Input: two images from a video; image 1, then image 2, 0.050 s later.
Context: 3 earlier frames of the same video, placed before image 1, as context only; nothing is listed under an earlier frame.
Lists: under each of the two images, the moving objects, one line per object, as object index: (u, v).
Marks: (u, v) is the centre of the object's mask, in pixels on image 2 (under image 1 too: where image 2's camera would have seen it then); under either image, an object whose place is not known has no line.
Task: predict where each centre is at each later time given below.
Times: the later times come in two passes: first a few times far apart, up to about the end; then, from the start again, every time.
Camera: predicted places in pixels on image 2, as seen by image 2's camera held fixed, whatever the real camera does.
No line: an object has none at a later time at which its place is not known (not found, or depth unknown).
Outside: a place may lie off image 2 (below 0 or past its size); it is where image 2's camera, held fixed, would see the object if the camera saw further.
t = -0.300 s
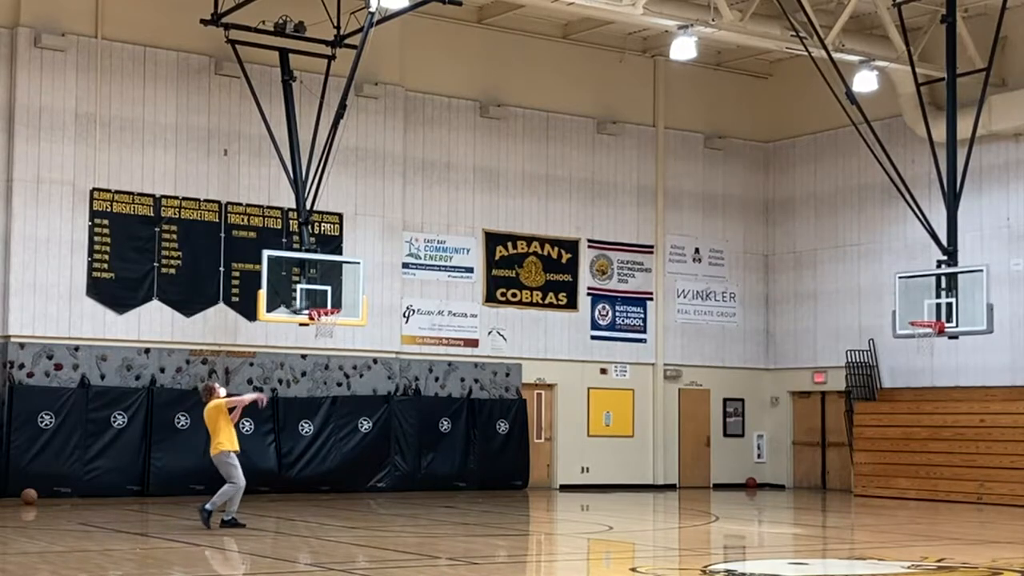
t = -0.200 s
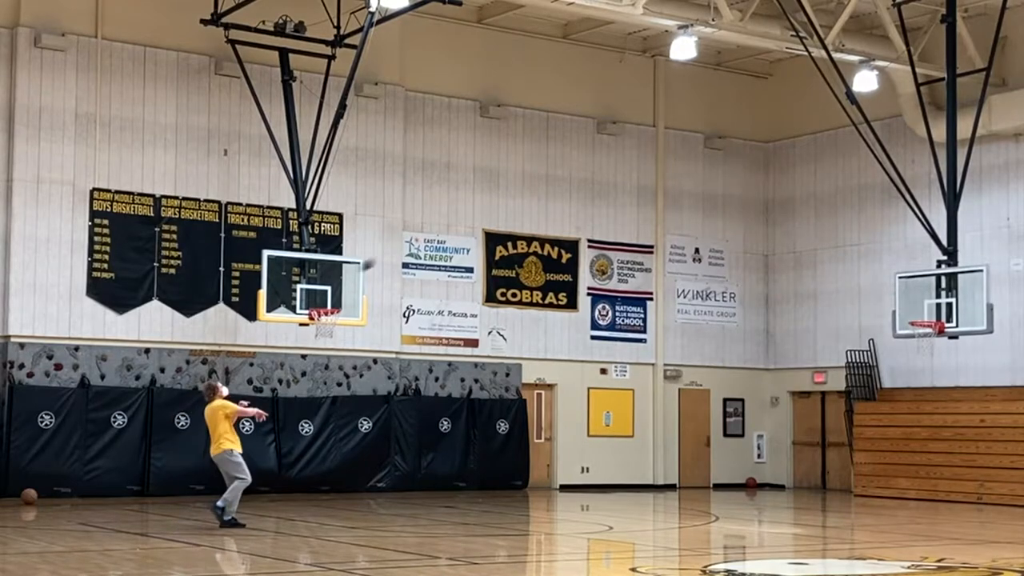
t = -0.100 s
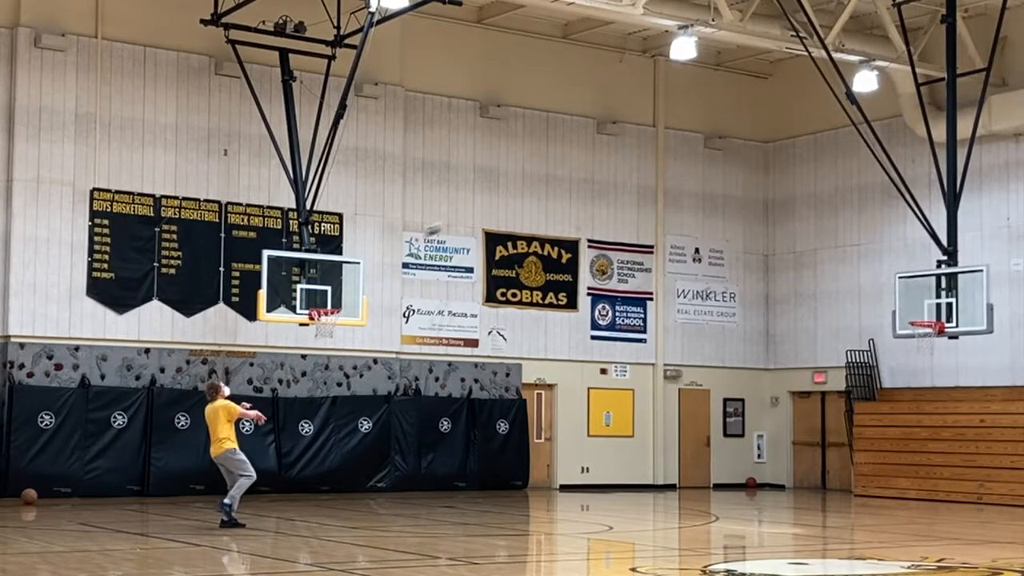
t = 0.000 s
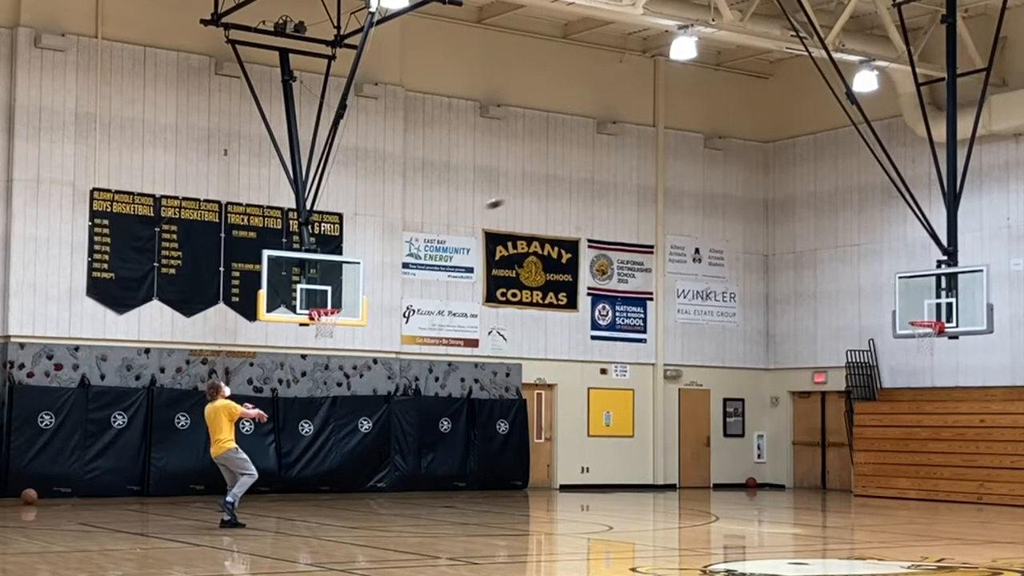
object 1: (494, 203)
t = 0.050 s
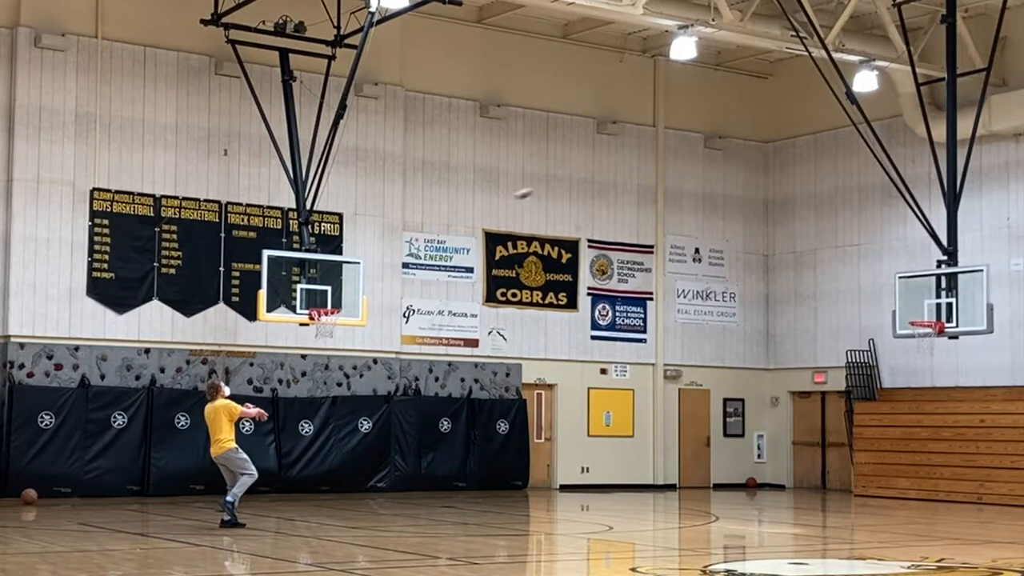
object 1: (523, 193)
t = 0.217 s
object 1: (616, 173)
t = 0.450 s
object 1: (734, 174)
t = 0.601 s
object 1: (804, 191)
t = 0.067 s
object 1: (531, 192)
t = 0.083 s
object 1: (542, 187)
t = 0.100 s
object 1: (553, 186)
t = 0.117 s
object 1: (562, 183)
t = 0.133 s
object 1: (571, 181)
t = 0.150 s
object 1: (581, 179)
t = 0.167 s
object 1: (590, 176)
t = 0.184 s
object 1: (599, 174)
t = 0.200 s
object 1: (608, 173)
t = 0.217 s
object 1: (616, 173)
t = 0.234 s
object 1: (625, 171)
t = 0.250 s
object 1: (635, 171)
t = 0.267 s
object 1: (644, 169)
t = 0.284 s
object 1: (653, 169)
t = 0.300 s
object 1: (661, 169)
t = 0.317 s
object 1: (669, 168)
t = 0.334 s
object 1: (677, 169)
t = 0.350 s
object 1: (686, 169)
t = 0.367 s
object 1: (694, 169)
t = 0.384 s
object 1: (702, 170)
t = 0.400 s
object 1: (711, 171)
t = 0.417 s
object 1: (718, 172)
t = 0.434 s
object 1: (726, 172)
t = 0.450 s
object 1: (734, 174)
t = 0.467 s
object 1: (742, 175)
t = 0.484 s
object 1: (750, 176)
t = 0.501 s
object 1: (757, 178)
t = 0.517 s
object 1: (766, 180)
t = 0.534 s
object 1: (771, 182)
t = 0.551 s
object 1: (779, 184)
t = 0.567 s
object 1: (789, 186)
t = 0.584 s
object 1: (797, 189)
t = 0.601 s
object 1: (804, 191)
